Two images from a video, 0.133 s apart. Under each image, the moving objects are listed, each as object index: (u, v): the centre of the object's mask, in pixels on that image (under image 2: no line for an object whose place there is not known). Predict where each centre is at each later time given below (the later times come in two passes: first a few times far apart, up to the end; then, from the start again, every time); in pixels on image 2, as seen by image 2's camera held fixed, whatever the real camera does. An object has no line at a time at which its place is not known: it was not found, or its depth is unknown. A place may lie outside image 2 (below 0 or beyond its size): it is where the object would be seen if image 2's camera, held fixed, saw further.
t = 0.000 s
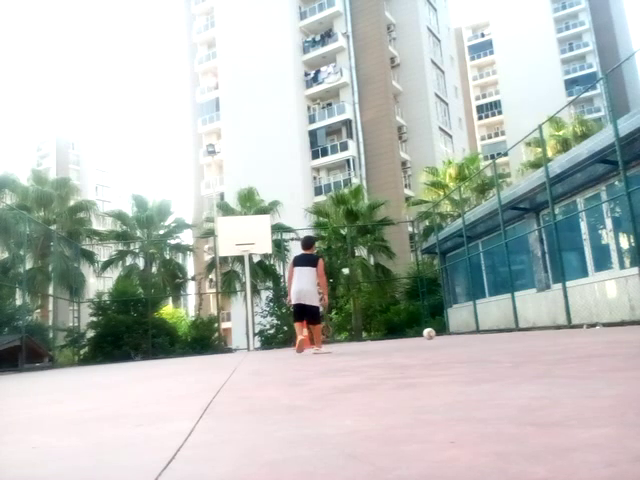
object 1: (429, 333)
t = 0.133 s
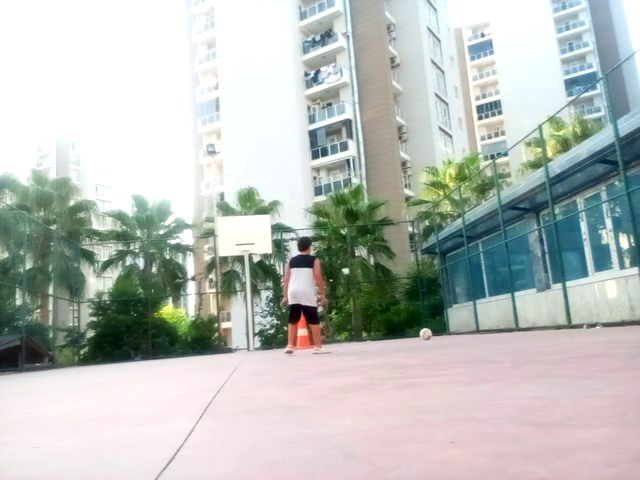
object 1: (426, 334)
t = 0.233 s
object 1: (423, 334)
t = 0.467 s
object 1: (416, 335)
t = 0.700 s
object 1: (409, 336)
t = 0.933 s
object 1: (400, 337)
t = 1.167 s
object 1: (391, 337)
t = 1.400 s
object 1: (381, 339)
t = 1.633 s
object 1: (370, 339)
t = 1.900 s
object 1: (357, 340)
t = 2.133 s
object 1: (345, 341)
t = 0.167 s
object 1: (425, 334)
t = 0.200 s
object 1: (424, 334)
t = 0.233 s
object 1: (423, 334)
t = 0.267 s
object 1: (422, 334)
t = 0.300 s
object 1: (421, 334)
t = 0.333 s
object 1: (420, 334)
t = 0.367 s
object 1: (419, 334)
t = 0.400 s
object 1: (418, 334)
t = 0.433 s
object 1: (417, 335)
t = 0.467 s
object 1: (416, 335)
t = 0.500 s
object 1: (415, 335)
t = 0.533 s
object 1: (414, 335)
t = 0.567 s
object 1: (413, 335)
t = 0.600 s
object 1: (412, 335)
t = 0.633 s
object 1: (411, 335)
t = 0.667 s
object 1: (410, 335)
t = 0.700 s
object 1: (409, 336)
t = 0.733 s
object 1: (407, 336)
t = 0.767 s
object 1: (406, 336)
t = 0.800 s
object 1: (405, 336)
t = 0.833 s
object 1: (404, 336)
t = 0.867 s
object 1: (403, 336)
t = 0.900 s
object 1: (401, 336)
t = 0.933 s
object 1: (400, 337)
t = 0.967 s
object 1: (399, 337)
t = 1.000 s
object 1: (398, 337)
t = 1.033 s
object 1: (396, 337)
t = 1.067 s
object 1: (395, 337)
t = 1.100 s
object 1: (393, 337)
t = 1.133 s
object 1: (392, 337)
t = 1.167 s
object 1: (391, 337)
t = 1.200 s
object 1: (389, 338)
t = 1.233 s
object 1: (388, 338)
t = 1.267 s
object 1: (387, 338)
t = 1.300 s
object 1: (385, 338)
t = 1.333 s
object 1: (384, 338)
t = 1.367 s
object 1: (382, 338)
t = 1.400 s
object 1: (381, 339)
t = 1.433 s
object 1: (379, 339)
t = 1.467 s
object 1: (378, 339)
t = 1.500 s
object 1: (376, 339)
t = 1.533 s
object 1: (375, 339)
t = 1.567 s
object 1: (373, 339)
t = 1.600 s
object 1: (371, 339)
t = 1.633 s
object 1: (370, 339)
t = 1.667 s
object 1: (368, 339)
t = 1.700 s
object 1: (367, 340)
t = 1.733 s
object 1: (365, 340)
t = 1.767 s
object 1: (363, 340)
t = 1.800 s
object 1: (362, 340)
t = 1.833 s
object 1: (360, 340)
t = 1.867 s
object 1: (358, 340)
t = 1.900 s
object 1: (357, 340)
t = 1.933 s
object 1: (355, 340)
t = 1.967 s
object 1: (353, 341)
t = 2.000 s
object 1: (352, 341)
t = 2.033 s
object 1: (350, 341)
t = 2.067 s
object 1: (348, 341)
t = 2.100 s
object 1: (346, 341)
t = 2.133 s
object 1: (345, 341)
